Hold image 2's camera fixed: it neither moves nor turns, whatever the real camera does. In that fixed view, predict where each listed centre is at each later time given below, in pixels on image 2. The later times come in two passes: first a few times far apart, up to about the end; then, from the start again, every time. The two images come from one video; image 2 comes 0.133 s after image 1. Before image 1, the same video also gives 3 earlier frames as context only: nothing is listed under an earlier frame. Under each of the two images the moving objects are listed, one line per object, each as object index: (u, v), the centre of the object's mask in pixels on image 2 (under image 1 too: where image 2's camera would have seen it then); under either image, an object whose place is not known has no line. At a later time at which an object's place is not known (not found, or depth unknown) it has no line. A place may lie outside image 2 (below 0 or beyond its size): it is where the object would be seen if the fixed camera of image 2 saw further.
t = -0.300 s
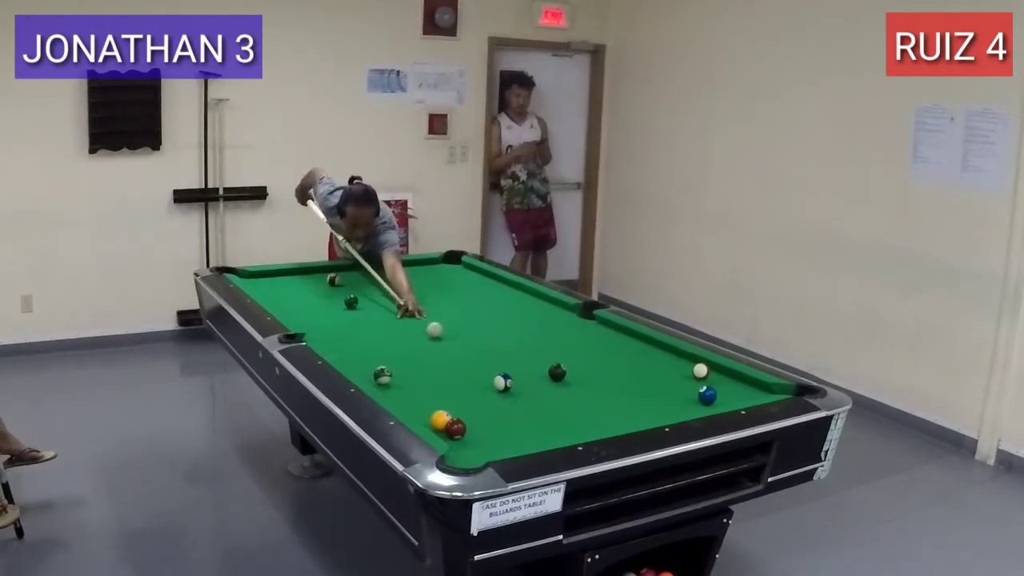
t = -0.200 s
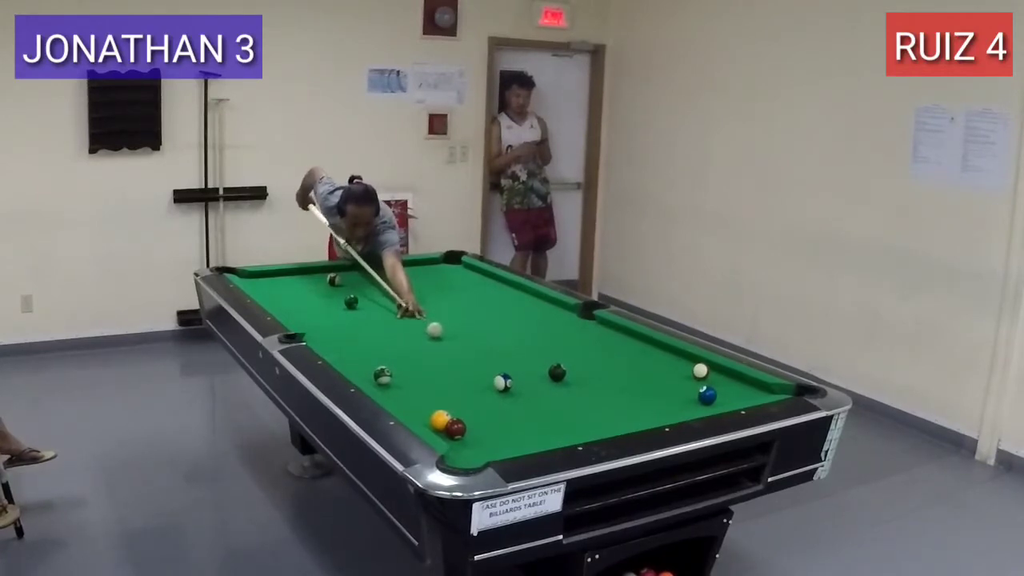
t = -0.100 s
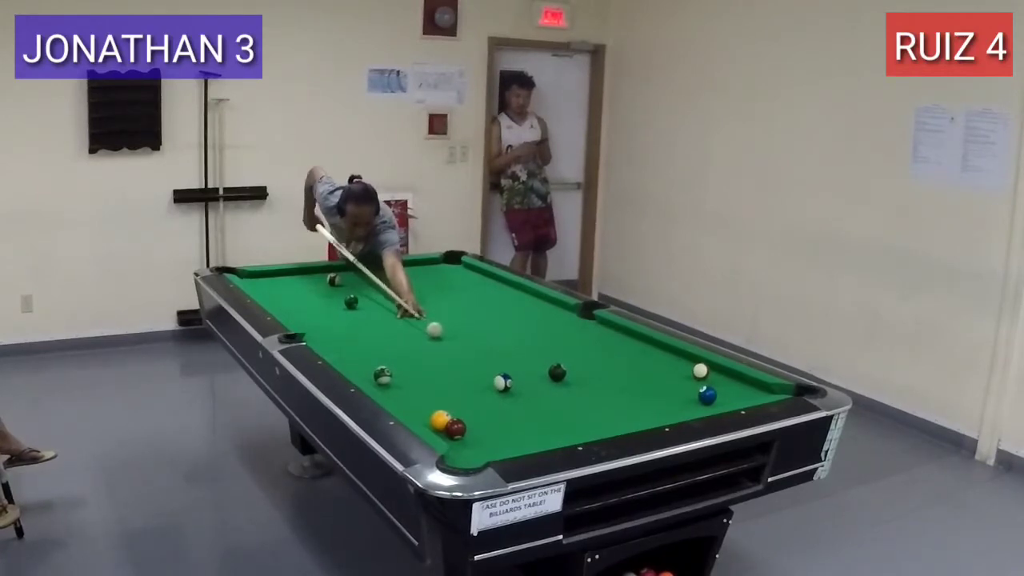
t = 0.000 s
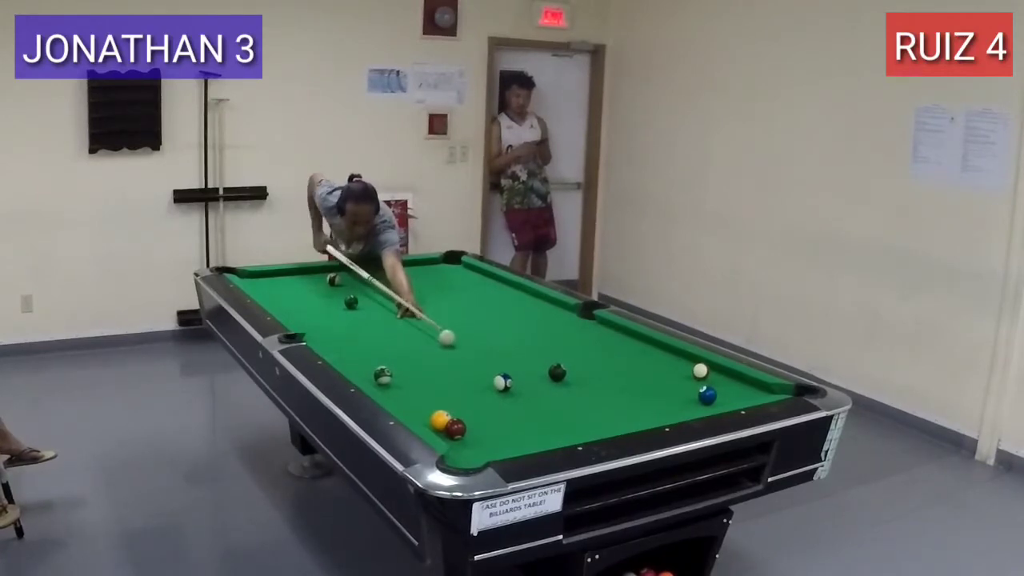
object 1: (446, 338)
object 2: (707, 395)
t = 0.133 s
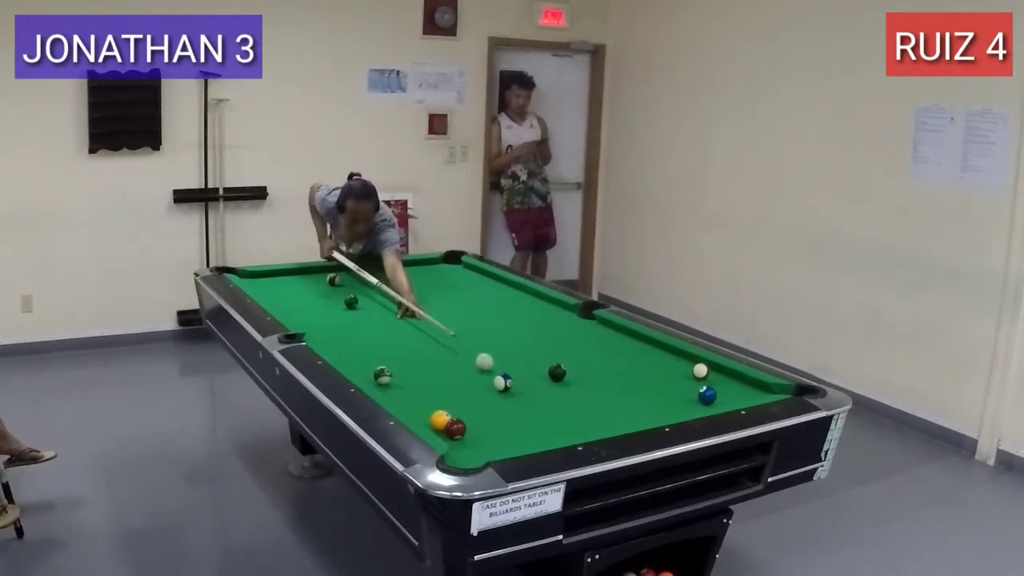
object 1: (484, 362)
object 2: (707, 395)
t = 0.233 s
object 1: (518, 377)
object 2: (707, 395)
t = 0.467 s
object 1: (614, 394)
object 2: (707, 395)
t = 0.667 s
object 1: (698, 407)
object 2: (707, 394)
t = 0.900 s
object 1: (686, 395)
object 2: (716, 392)
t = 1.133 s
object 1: (665, 385)
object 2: (731, 388)
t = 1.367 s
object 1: (646, 376)
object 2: (745, 384)
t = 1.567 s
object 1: (632, 369)
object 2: (745, 383)
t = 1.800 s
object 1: (618, 363)
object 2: (739, 383)
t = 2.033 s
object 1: (605, 357)
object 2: (733, 384)
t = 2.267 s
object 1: (594, 351)
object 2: (728, 385)
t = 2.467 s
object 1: (586, 347)
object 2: (725, 386)
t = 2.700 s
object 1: (577, 343)
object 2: (724, 386)
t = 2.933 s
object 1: (570, 339)
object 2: (724, 386)
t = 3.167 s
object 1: (563, 336)
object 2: (724, 386)
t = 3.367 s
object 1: (558, 334)
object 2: (724, 386)
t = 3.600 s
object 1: (553, 332)
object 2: (724, 386)
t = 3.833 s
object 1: (550, 330)
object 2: (724, 386)
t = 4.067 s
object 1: (548, 330)
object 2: (724, 386)
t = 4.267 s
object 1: (547, 329)
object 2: (724, 386)
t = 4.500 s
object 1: (547, 329)
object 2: (724, 386)
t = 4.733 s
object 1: (547, 329)
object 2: (724, 386)
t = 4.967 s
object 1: (547, 329)
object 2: (724, 386)
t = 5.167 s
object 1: (547, 329)
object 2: (724, 386)
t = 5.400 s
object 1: (547, 329)
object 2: (724, 386)
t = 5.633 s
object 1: (547, 329)
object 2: (724, 386)
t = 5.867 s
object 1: (547, 329)
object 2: (724, 386)
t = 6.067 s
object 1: (547, 329)
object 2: (724, 386)
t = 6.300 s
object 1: (547, 329)
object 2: (724, 386)
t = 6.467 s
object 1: (547, 329)
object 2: (724, 386)
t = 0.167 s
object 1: (494, 367)
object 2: (707, 395)
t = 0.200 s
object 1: (506, 371)
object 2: (707, 395)
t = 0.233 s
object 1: (518, 377)
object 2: (707, 395)
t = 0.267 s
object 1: (532, 379)
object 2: (707, 395)
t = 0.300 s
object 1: (545, 381)
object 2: (707, 395)
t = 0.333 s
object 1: (559, 384)
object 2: (707, 395)
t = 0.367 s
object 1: (573, 386)
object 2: (707, 395)
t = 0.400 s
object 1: (587, 389)
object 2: (707, 395)
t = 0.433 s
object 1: (600, 392)
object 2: (707, 395)
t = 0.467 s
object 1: (614, 394)
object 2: (707, 395)
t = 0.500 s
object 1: (628, 397)
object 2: (707, 395)
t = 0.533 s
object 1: (643, 400)
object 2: (707, 395)
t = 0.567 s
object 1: (657, 403)
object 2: (707, 395)
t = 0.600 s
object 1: (671, 406)
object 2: (707, 395)
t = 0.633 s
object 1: (686, 407)
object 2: (707, 395)
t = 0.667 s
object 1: (698, 407)
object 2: (707, 394)
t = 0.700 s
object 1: (697, 405)
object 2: (708, 394)
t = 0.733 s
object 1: (697, 403)
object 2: (708, 394)
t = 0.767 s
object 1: (697, 401)
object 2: (709, 394)
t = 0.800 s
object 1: (696, 399)
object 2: (709, 394)
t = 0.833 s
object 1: (693, 398)
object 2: (711, 394)
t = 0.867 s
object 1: (689, 396)
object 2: (713, 393)
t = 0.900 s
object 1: (686, 395)
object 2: (716, 392)
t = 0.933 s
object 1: (683, 393)
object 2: (718, 391)
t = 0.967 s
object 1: (680, 392)
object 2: (721, 391)
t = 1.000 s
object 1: (677, 390)
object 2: (723, 391)
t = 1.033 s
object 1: (674, 389)
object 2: (725, 390)
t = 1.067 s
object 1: (671, 388)
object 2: (727, 389)
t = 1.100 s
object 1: (668, 386)
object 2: (729, 389)
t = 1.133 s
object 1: (665, 385)
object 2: (731, 388)
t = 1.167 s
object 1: (662, 384)
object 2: (734, 387)
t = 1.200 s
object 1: (659, 382)
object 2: (736, 386)
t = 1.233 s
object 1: (657, 381)
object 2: (738, 386)
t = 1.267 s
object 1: (654, 380)
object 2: (740, 385)
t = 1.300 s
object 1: (652, 378)
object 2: (741, 385)
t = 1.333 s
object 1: (649, 377)
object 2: (744, 384)
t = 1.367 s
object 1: (646, 376)
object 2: (745, 384)
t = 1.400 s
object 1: (644, 375)
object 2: (747, 383)
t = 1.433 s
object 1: (642, 374)
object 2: (749, 382)
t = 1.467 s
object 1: (639, 373)
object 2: (748, 382)
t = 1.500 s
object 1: (637, 372)
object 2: (747, 382)
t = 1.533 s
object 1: (635, 371)
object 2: (746, 383)
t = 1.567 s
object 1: (632, 369)
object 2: (745, 383)
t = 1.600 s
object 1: (630, 368)
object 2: (744, 383)
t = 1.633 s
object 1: (628, 367)
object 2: (743, 383)
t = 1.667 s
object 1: (626, 367)
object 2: (742, 383)
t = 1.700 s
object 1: (624, 366)
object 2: (741, 383)
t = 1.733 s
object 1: (622, 365)
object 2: (740, 383)
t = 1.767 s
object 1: (620, 364)
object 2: (740, 382)
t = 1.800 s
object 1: (618, 363)
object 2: (739, 383)
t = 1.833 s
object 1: (616, 362)
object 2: (738, 383)
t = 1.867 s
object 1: (614, 361)
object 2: (737, 383)
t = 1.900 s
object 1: (612, 360)
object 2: (736, 383)
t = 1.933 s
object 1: (611, 359)
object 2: (735, 384)
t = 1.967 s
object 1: (609, 358)
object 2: (734, 384)
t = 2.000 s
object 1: (607, 357)
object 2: (733, 384)
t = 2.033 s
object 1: (605, 357)
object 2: (733, 384)
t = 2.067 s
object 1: (604, 356)
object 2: (732, 384)
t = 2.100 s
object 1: (602, 355)
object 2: (731, 384)
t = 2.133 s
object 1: (600, 354)
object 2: (730, 385)
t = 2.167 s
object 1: (599, 353)
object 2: (730, 385)
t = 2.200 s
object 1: (597, 353)
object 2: (729, 385)
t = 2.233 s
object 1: (596, 352)
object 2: (728, 385)
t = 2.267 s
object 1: (594, 351)
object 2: (728, 385)
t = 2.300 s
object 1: (593, 350)
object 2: (727, 385)
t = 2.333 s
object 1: (591, 349)
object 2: (727, 385)
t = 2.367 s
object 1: (589, 349)
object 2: (726, 385)
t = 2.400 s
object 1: (588, 348)
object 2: (726, 385)
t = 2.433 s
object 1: (587, 348)
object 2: (725, 386)
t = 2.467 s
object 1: (586, 347)
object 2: (725, 386)
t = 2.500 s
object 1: (584, 346)
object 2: (725, 386)
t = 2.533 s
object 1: (583, 346)
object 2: (724, 385)
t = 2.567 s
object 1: (582, 345)
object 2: (724, 386)
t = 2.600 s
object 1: (581, 344)
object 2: (724, 386)
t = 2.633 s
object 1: (579, 344)
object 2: (724, 386)
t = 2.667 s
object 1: (578, 343)
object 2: (724, 386)
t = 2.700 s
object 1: (577, 343)
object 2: (724, 386)
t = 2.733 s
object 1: (576, 342)
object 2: (724, 386)
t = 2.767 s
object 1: (575, 341)
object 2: (724, 386)
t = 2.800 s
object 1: (574, 341)
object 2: (724, 386)
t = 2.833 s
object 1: (573, 341)
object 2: (724, 386)
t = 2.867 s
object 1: (572, 340)
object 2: (724, 386)
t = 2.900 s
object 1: (571, 339)
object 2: (724, 386)
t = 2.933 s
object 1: (570, 339)
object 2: (724, 386)
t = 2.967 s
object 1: (569, 339)
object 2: (724, 386)
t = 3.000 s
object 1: (568, 338)
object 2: (724, 386)
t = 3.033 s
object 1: (567, 338)
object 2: (724, 386)
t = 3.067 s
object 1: (566, 337)
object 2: (724, 386)
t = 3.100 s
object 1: (565, 337)
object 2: (724, 386)
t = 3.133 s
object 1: (564, 336)
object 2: (724, 386)
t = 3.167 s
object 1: (563, 336)
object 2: (724, 386)
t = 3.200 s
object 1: (562, 335)
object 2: (724, 386)
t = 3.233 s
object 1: (562, 335)
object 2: (724, 386)
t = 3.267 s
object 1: (561, 335)
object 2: (724, 386)
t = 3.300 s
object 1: (560, 335)
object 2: (724, 386)
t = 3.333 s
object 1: (559, 334)
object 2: (724, 386)
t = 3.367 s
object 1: (558, 334)
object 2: (724, 386)
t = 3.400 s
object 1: (558, 334)
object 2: (724, 386)
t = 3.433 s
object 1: (557, 333)
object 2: (724, 386)
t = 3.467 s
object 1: (556, 333)
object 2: (724, 386)
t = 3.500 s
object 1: (555, 333)
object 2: (724, 386)
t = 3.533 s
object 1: (555, 332)
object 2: (724, 386)
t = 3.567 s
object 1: (554, 332)
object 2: (724, 386)
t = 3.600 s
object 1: (553, 332)
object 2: (724, 386)
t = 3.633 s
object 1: (553, 332)
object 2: (724, 386)
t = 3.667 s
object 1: (552, 331)
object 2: (724, 386)
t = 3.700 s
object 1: (552, 331)
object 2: (724, 386)
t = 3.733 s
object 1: (551, 331)
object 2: (724, 386)
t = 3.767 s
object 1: (551, 331)
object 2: (724, 386)
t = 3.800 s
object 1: (550, 331)
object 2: (724, 386)
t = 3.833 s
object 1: (550, 330)
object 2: (724, 386)
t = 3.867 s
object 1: (550, 330)
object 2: (724, 386)
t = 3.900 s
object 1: (550, 330)
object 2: (724, 386)
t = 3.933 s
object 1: (549, 330)
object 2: (724, 386)
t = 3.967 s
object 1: (549, 330)
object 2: (724, 386)
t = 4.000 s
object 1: (549, 330)
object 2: (724, 386)
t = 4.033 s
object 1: (549, 330)
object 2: (724, 386)
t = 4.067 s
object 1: (548, 330)
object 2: (724, 386)
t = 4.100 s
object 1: (548, 329)
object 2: (724, 386)
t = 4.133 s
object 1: (548, 329)
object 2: (724, 386)
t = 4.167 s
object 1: (548, 329)
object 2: (724, 386)
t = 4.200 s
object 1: (547, 329)
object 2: (724, 386)
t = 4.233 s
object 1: (547, 329)
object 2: (724, 386)
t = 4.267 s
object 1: (547, 329)
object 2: (724, 386)
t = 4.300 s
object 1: (547, 329)
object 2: (724, 386)
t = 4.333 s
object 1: (547, 329)
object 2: (724, 386)
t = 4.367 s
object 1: (547, 329)
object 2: (724, 386)
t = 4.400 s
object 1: (547, 329)
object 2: (724, 386)
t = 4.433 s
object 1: (547, 329)
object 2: (724, 386)
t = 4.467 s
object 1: (547, 329)
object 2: (724, 386)
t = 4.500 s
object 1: (547, 329)
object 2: (724, 386)
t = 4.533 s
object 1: (547, 329)
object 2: (724, 386)
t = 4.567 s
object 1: (547, 329)
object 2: (724, 386)
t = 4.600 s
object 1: (547, 329)
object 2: (724, 386)
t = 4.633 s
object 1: (547, 329)
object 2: (724, 386)
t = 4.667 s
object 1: (547, 329)
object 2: (724, 386)
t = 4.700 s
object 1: (547, 329)
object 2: (724, 386)
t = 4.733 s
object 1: (547, 329)
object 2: (724, 386)
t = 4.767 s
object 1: (547, 329)
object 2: (724, 386)
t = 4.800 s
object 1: (547, 329)
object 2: (724, 386)
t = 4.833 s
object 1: (547, 329)
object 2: (724, 386)
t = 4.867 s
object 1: (547, 329)
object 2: (724, 386)
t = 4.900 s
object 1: (547, 329)
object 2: (724, 386)
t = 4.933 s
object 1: (547, 329)
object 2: (724, 386)
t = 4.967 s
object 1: (547, 329)
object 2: (724, 386)
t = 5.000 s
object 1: (547, 329)
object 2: (724, 386)
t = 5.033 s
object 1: (547, 329)
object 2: (724, 386)
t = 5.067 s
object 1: (547, 329)
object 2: (724, 386)
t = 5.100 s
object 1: (547, 329)
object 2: (724, 386)
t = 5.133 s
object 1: (547, 329)
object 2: (724, 386)
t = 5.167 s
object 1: (547, 329)
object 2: (724, 386)
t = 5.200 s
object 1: (547, 329)
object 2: (724, 386)
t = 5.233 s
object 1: (547, 329)
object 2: (724, 386)
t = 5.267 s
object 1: (547, 329)
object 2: (724, 386)
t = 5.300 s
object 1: (547, 329)
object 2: (724, 386)
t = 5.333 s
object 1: (547, 329)
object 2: (724, 386)
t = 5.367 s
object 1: (547, 329)
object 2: (724, 386)
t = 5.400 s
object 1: (547, 329)
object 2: (724, 386)
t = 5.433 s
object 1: (547, 329)
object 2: (724, 386)
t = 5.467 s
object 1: (547, 329)
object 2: (724, 386)
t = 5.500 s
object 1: (547, 329)
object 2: (724, 386)
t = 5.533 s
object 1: (547, 329)
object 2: (724, 386)
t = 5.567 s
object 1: (547, 329)
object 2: (724, 386)
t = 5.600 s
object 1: (547, 329)
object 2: (724, 386)
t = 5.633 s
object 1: (547, 329)
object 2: (724, 386)
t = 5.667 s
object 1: (547, 329)
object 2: (724, 386)
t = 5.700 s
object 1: (547, 329)
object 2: (724, 386)
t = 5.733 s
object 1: (546, 329)
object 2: (724, 386)
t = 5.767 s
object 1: (546, 329)
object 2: (724, 386)
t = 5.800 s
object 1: (547, 329)
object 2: (724, 386)
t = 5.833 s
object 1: (547, 329)
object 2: (724, 386)
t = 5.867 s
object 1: (547, 329)
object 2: (724, 386)
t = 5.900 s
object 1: (547, 329)
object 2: (724, 386)
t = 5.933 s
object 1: (547, 329)
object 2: (724, 386)
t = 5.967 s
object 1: (547, 329)
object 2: (724, 386)
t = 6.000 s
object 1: (547, 329)
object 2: (724, 386)
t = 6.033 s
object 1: (547, 329)
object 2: (724, 386)
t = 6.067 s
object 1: (547, 329)
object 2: (724, 386)
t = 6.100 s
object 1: (547, 329)
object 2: (724, 386)
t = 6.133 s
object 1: (547, 329)
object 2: (724, 386)
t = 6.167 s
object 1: (547, 329)
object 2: (724, 386)
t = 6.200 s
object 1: (547, 329)
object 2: (724, 386)
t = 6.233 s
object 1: (547, 329)
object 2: (724, 386)
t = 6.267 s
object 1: (547, 329)
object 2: (724, 386)
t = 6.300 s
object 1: (547, 329)
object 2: (724, 386)
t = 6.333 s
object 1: (547, 329)
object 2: (724, 386)
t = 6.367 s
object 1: (547, 329)
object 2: (724, 386)
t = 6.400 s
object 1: (547, 329)
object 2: (724, 386)
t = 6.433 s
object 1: (547, 329)
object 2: (724, 386)
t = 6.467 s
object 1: (547, 329)
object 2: (724, 386)
